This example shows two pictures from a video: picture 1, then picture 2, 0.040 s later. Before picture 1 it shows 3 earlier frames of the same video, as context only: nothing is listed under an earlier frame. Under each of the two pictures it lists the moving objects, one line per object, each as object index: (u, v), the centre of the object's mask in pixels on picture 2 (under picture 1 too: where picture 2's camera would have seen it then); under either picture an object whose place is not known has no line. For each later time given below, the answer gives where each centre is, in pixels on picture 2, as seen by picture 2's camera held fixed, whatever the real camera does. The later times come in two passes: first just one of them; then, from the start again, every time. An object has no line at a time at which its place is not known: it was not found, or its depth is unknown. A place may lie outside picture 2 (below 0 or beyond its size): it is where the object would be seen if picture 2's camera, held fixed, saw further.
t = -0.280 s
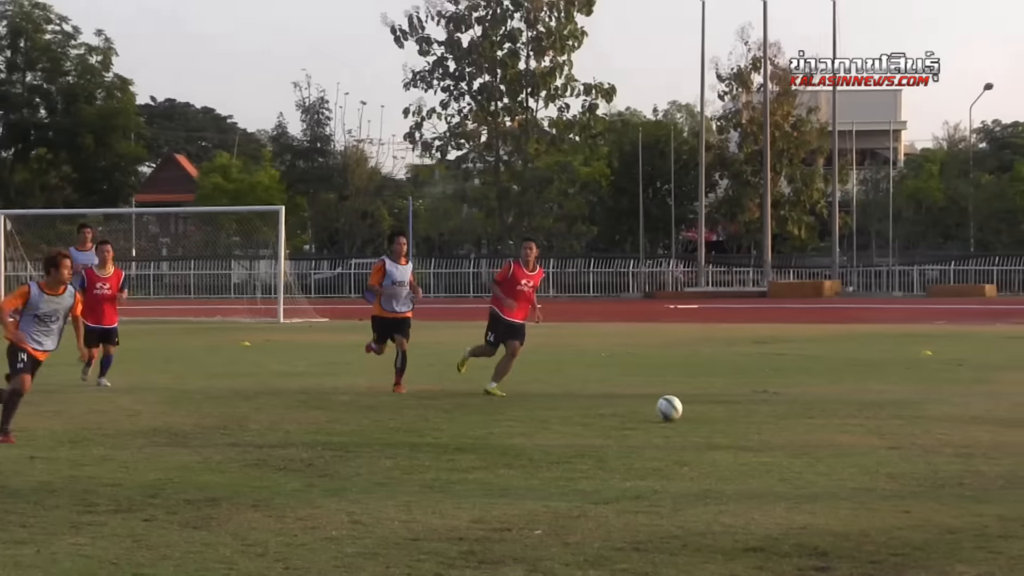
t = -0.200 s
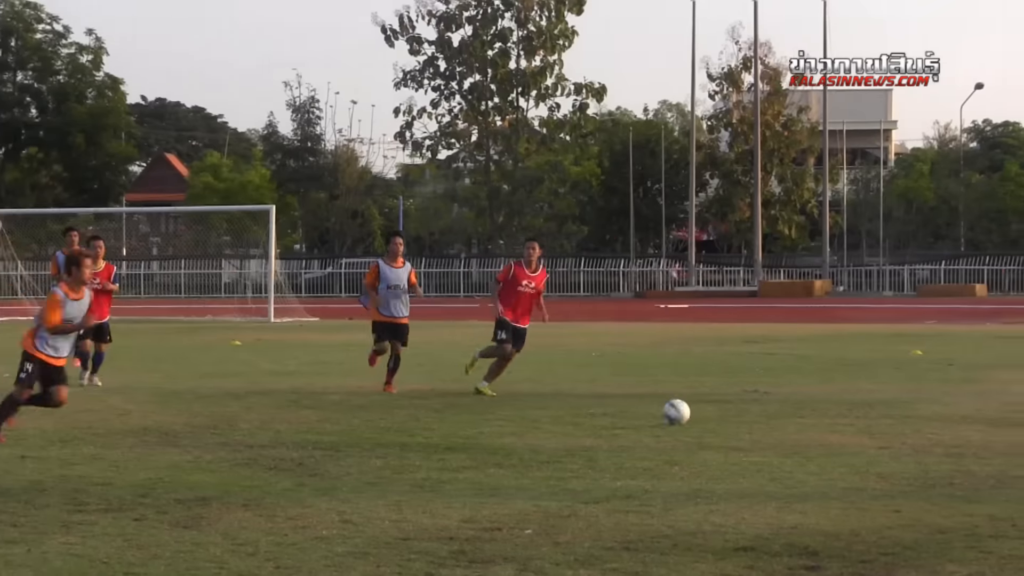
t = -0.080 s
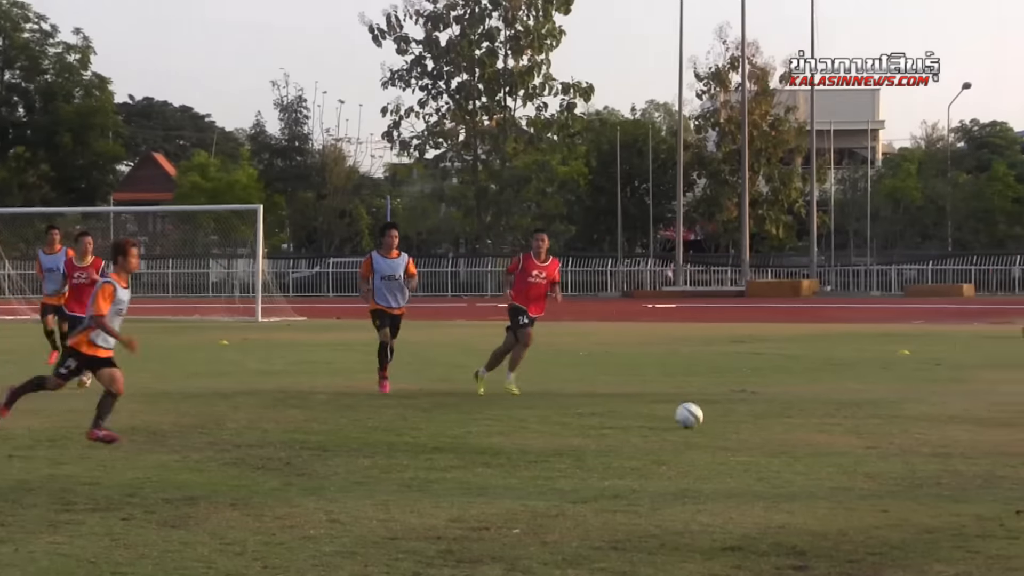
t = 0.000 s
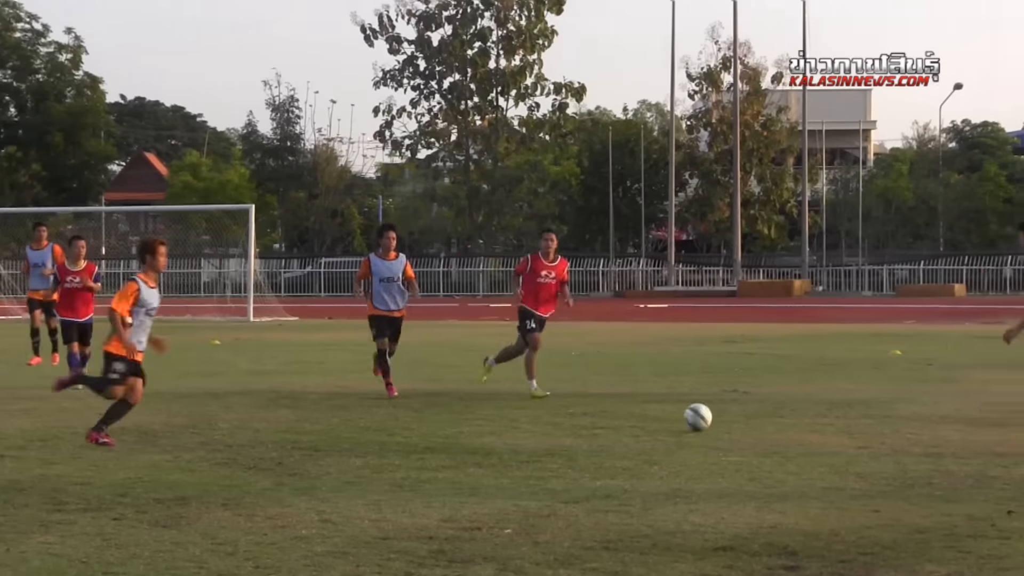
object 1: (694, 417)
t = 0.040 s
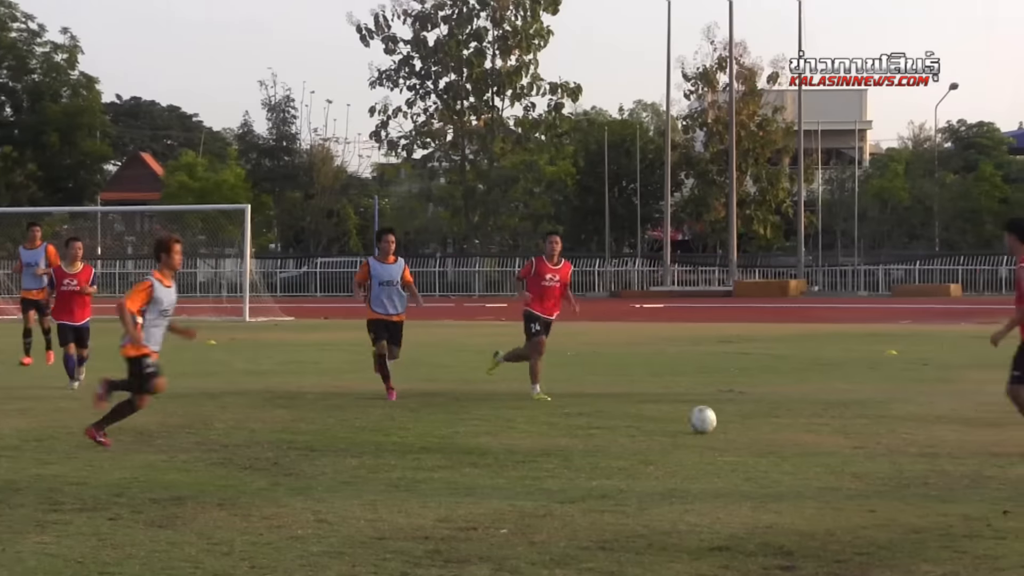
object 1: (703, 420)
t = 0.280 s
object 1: (756, 431)
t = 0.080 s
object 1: (711, 422)
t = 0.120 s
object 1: (720, 421)
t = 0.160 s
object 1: (728, 421)
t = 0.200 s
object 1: (738, 424)
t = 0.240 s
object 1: (748, 428)
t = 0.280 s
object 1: (756, 431)
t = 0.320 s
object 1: (765, 429)
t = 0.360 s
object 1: (774, 429)
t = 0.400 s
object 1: (783, 430)
